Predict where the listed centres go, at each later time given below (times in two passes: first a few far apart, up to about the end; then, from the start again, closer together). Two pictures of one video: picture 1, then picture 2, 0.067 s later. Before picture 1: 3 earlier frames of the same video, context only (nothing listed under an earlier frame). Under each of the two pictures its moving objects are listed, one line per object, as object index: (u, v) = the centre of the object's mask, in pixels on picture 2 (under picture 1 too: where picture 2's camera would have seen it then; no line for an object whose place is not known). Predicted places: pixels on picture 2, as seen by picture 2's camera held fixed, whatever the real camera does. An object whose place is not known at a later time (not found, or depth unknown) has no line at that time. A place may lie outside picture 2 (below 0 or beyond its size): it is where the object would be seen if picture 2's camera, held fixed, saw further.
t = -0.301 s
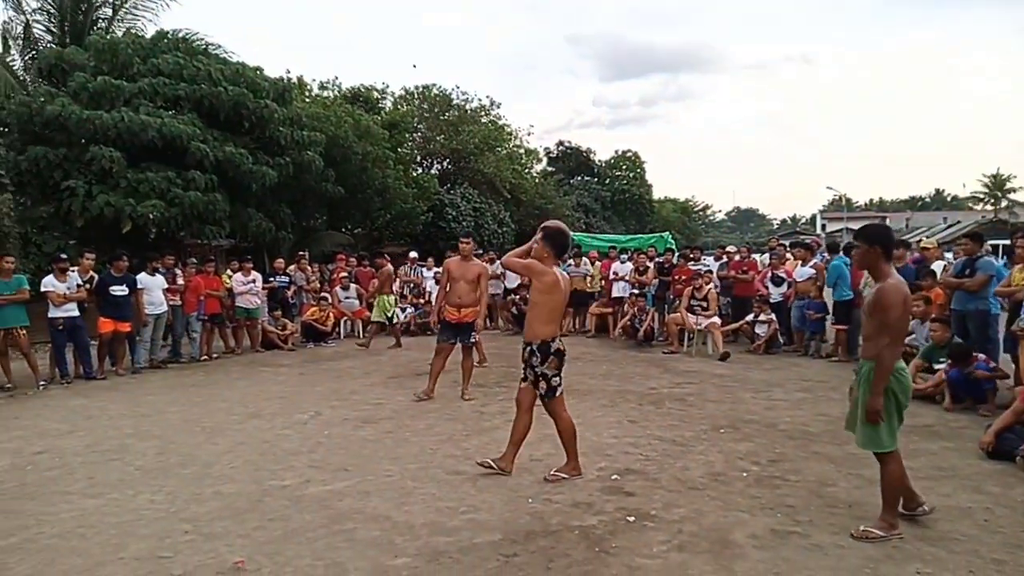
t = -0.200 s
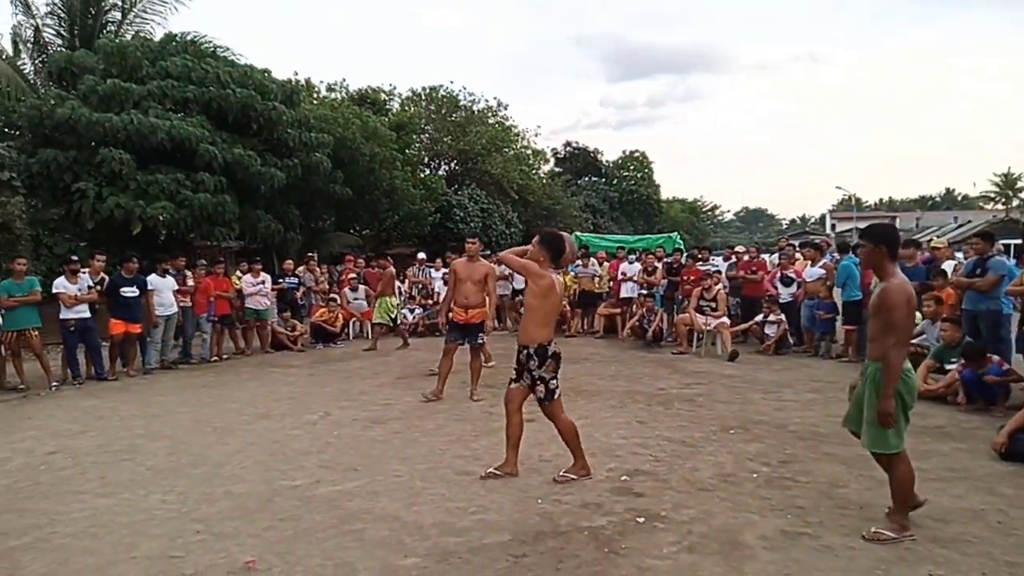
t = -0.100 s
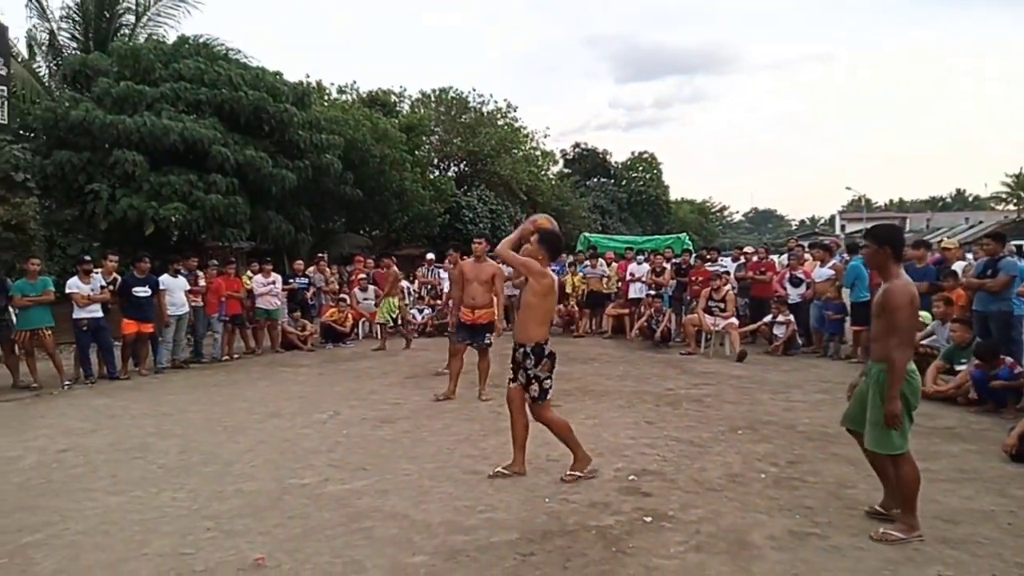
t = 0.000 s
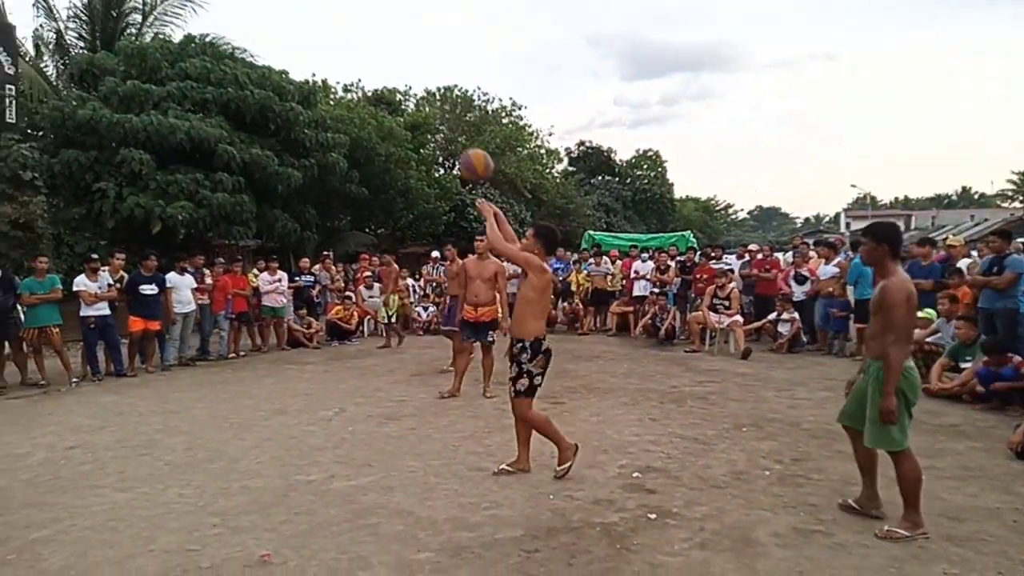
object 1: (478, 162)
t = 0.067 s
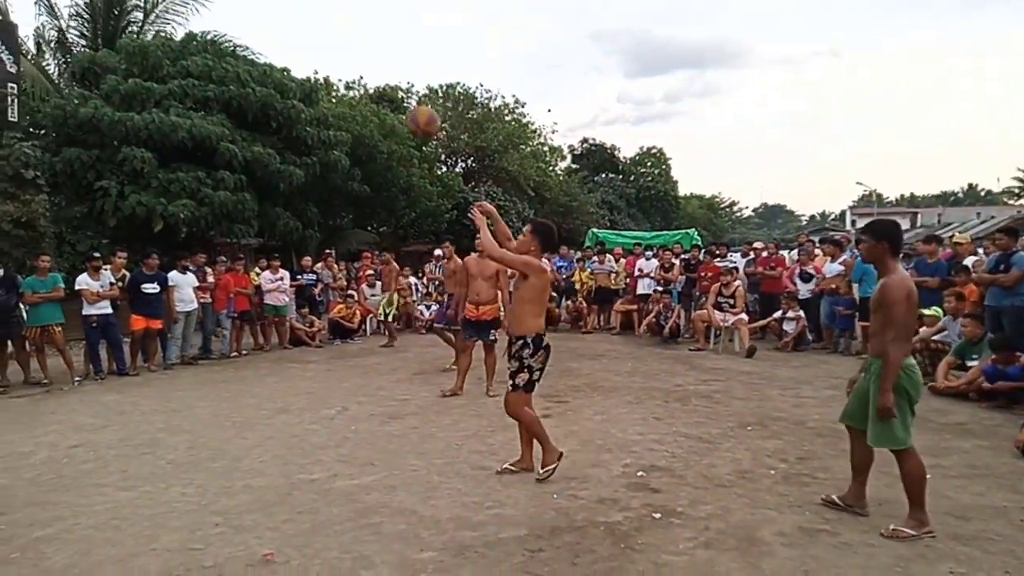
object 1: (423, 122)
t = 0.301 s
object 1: (247, 39)
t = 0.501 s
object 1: (122, 30)
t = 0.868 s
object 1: (2, 107)
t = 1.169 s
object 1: (-24, 117)
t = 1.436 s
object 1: (-21, 163)
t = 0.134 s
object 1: (370, 90)
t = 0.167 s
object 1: (343, 76)
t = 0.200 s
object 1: (319, 64)
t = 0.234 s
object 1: (294, 54)
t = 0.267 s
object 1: (270, 46)
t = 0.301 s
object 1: (247, 39)
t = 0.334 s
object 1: (225, 34)
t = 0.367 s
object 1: (203, 31)
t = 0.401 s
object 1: (182, 28)
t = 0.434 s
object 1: (160, 28)
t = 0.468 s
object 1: (141, 29)
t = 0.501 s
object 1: (122, 30)
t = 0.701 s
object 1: (20, 67)
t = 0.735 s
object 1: (4, 76)
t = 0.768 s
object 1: (-13, 87)
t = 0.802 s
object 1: (-11, 98)
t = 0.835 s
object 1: (0, 108)
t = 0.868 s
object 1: (2, 107)
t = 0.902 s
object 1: (-1, 104)
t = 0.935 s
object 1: (-5, 104)
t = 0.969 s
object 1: (-7, 104)
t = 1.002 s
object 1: (-9, 107)
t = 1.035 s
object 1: (-12, 108)
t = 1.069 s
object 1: (-17, 110)
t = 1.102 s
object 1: (-21, 113)
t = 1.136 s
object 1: (-22, 114)
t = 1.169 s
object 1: (-24, 117)
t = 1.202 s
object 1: (-24, 118)
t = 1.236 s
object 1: (-24, 122)
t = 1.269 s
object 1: (-23, 125)
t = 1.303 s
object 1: (-24, 132)
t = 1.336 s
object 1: (-23, 137)
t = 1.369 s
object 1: (-23, 145)
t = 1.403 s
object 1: (-21, 153)
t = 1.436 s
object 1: (-21, 163)
